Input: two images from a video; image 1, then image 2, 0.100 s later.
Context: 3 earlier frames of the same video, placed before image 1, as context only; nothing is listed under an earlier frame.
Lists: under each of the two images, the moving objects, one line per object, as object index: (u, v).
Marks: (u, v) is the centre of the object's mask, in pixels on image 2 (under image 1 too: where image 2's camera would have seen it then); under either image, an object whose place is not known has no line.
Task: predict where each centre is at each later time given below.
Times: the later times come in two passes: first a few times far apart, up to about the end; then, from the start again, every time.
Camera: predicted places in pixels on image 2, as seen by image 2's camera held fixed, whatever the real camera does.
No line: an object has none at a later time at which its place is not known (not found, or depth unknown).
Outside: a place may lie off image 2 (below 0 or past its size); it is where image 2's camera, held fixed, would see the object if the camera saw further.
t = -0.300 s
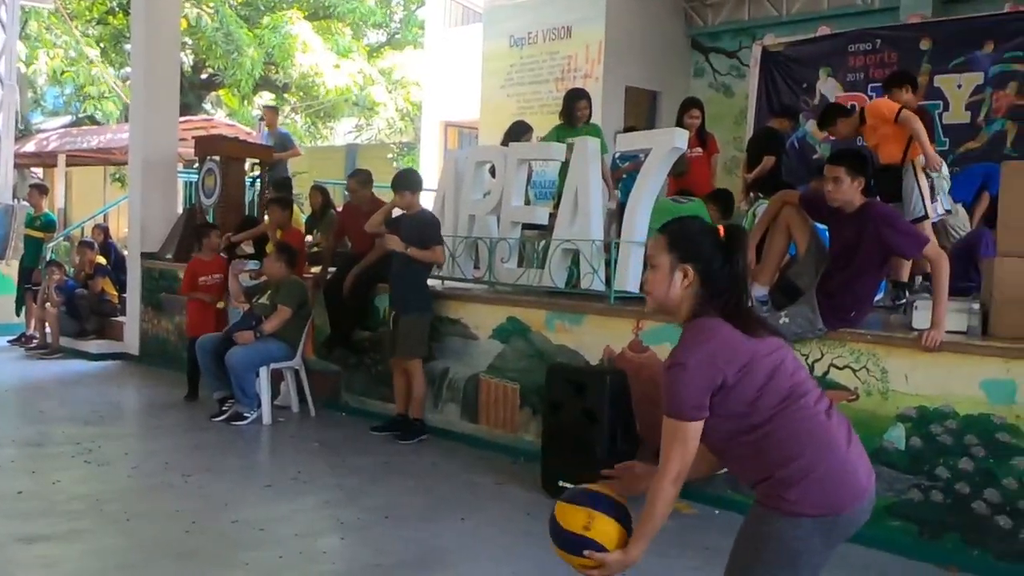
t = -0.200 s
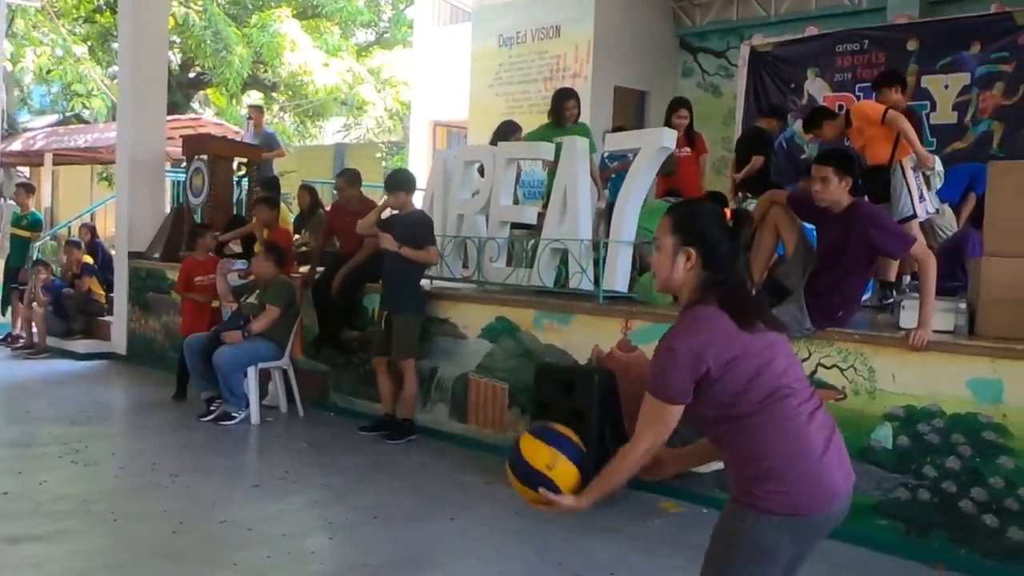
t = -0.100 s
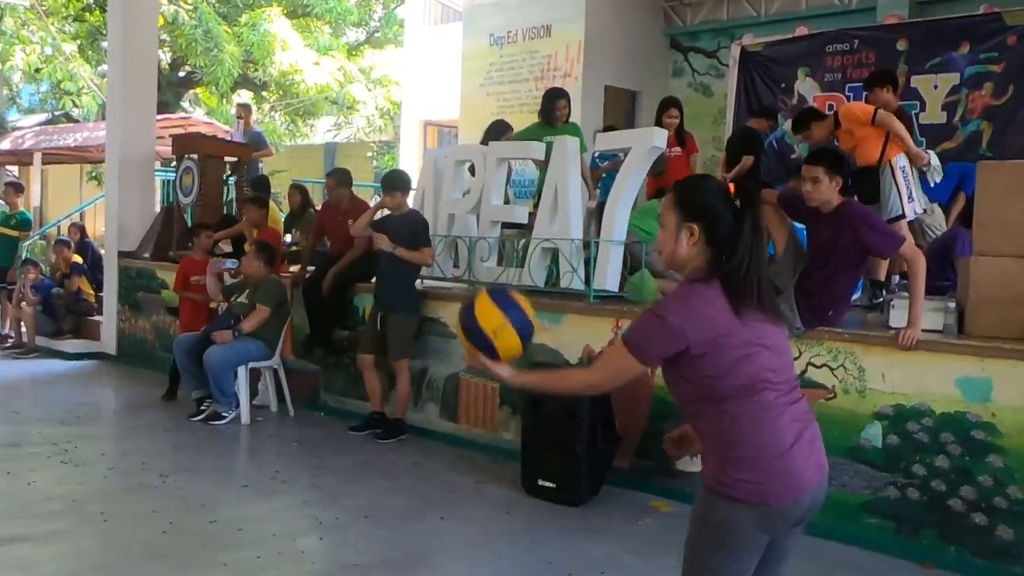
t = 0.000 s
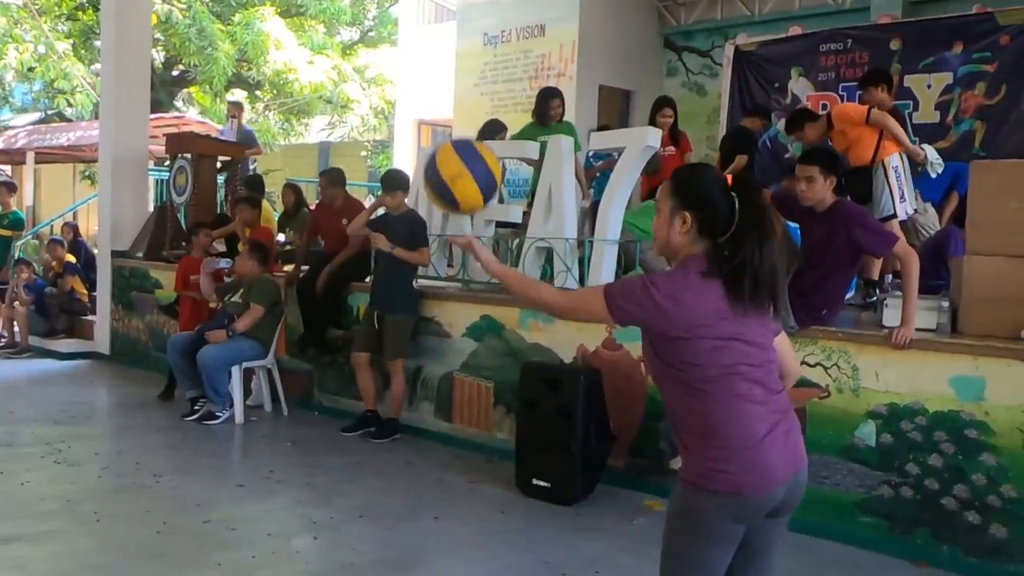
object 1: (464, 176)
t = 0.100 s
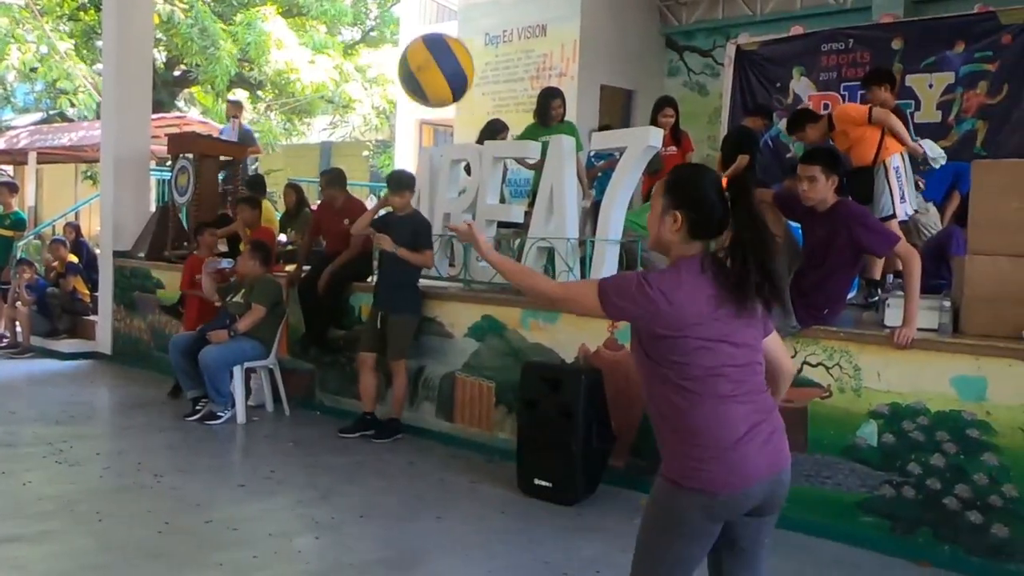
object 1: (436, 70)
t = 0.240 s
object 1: (398, 10)
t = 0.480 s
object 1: (335, 21)
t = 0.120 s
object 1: (431, 53)
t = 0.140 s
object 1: (425, 39)
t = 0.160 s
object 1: (419, 29)
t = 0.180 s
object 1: (414, 23)
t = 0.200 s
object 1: (408, 18)
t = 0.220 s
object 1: (403, 14)
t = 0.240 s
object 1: (398, 10)
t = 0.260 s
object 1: (392, 8)
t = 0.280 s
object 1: (386, 6)
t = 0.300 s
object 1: (381, 4)
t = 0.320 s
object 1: (376, 3)
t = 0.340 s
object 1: (370, 3)
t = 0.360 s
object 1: (366, 4)
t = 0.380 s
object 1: (361, 4)
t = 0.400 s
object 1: (356, 6)
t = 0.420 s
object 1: (350, 8)
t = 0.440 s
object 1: (346, 11)
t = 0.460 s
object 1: (340, 15)
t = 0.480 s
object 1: (335, 21)
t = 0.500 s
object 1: (330, 32)
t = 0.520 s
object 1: (325, 44)
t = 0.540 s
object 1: (320, 59)
